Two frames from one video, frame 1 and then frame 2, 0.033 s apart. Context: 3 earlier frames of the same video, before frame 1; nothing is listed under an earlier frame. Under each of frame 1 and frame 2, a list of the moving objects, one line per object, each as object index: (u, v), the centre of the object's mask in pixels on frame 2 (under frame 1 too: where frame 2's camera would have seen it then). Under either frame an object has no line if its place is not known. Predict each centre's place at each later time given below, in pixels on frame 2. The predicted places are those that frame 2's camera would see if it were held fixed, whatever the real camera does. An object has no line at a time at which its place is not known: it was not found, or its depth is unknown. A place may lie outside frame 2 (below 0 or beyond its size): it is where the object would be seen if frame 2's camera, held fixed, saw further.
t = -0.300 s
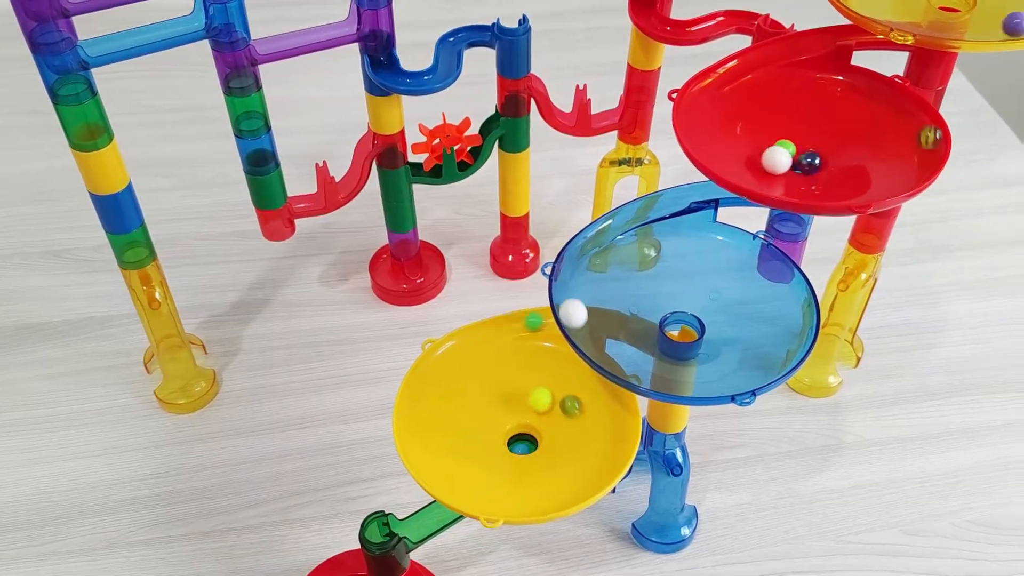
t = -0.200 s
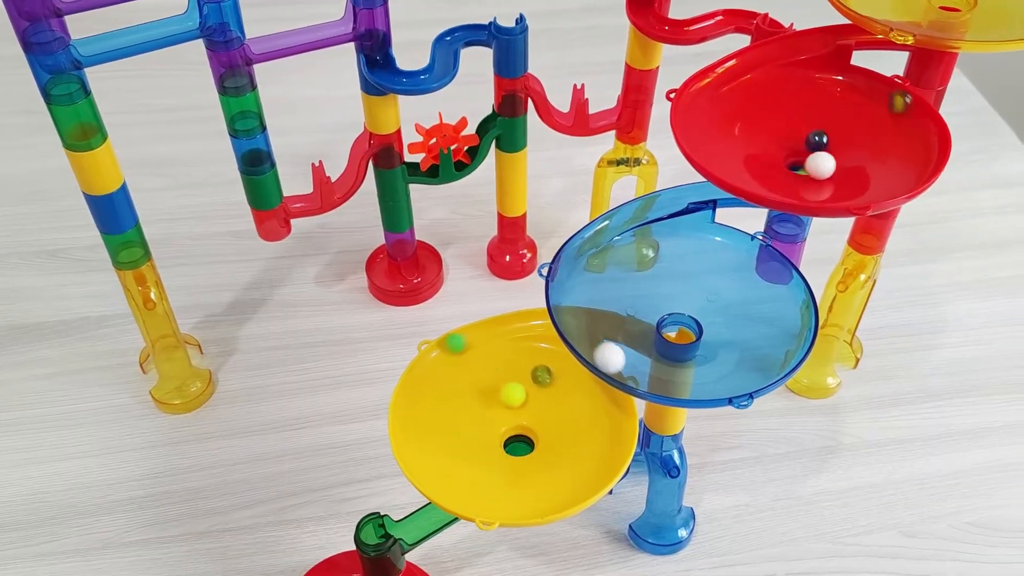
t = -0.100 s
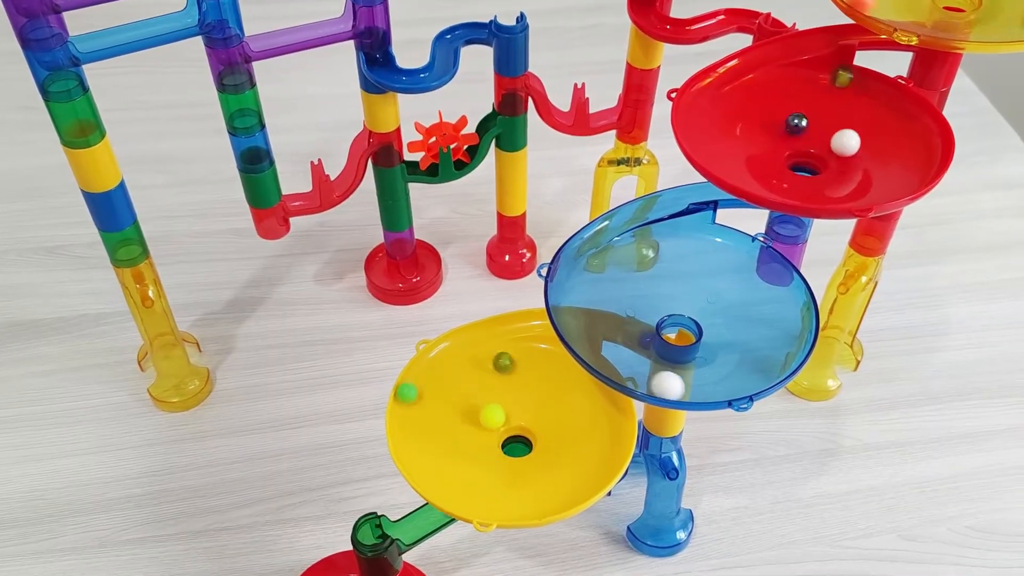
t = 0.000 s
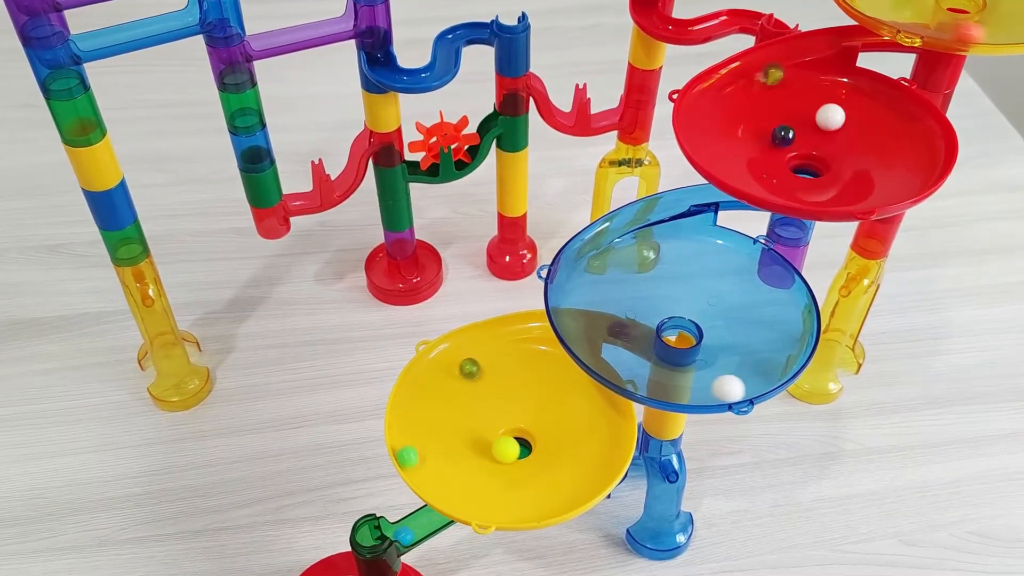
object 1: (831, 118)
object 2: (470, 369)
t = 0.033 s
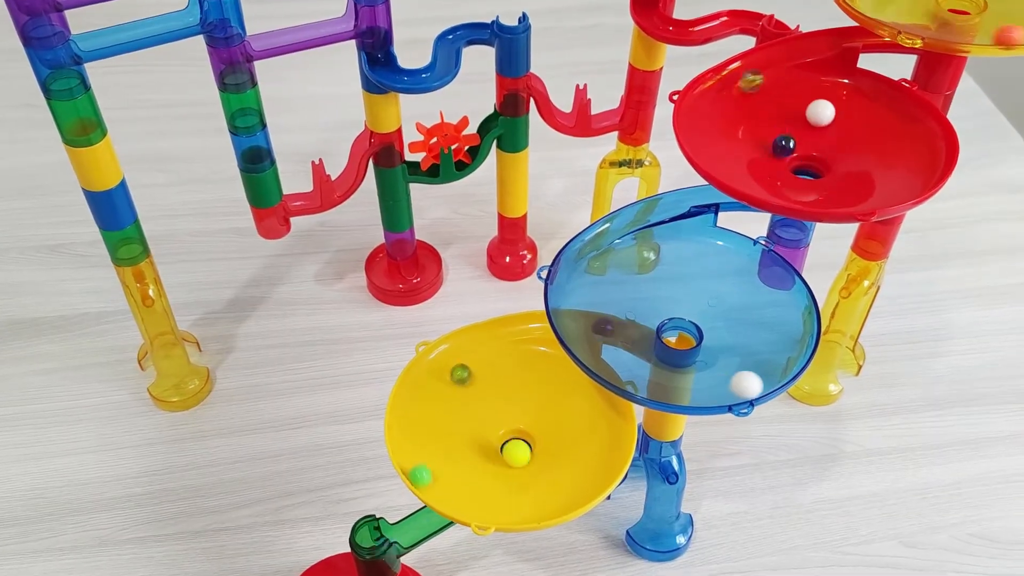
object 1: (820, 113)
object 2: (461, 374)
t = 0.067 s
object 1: (809, 110)
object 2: (455, 381)
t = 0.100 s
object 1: (797, 108)
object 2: (452, 388)
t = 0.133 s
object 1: (786, 109)
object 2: (448, 398)
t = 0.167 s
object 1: (776, 112)
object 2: (450, 408)
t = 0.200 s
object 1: (768, 116)
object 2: (453, 420)
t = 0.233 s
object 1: (762, 122)
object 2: (460, 431)
